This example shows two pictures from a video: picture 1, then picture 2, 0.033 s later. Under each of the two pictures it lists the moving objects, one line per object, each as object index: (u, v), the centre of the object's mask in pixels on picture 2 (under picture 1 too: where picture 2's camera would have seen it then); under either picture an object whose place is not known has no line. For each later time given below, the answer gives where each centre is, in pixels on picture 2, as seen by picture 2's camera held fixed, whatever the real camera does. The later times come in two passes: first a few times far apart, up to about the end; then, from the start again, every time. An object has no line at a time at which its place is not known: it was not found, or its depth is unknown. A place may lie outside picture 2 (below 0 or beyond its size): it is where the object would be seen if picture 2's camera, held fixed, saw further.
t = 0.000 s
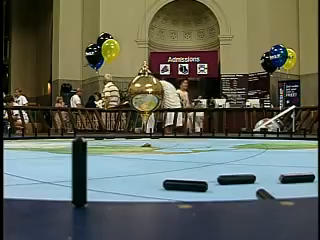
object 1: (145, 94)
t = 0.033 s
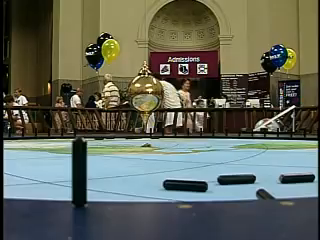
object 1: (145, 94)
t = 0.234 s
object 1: (145, 94)
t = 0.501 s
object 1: (144, 95)
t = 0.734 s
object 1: (144, 95)
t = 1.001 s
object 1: (144, 95)
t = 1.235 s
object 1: (144, 94)
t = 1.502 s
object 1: (143, 95)
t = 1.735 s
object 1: (143, 94)
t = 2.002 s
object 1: (143, 94)
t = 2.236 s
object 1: (143, 94)
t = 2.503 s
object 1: (143, 92)
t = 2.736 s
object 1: (143, 91)
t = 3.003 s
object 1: (143, 89)
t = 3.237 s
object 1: (143, 87)
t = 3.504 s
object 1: (144, 83)
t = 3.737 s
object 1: (144, 79)
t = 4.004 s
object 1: (144, 72)
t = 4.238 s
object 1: (145, 65)
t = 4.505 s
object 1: (146, 55)
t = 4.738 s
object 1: (147, 48)
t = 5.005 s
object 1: (148, 44)
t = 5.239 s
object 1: (151, 41)
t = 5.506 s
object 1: (154, 40)
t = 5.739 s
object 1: (158, 41)
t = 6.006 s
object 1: (163, 43)
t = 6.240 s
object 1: (167, 45)
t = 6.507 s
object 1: (170, 44)
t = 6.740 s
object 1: (170, 44)
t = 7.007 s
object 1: (167, 42)
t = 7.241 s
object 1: (164, 40)
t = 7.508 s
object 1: (160, 39)
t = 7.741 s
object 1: (157, 42)
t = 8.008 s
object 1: (155, 45)
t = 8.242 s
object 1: (153, 50)
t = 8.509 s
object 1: (151, 58)
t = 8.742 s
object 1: (150, 67)
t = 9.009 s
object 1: (149, 75)
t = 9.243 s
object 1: (148, 81)
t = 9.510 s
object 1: (147, 85)
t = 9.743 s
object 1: (147, 89)
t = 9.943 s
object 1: (146, 91)
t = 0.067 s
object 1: (145, 94)
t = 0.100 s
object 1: (145, 94)
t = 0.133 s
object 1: (145, 94)
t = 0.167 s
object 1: (145, 94)
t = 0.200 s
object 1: (145, 94)
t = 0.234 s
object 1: (145, 94)
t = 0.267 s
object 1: (144, 94)
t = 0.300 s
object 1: (144, 94)
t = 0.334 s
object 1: (144, 94)
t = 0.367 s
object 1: (144, 94)
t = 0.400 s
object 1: (144, 95)
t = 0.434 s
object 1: (144, 95)
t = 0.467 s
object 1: (144, 95)
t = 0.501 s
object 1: (144, 95)
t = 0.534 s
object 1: (144, 95)
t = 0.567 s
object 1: (144, 95)
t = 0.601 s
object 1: (144, 95)
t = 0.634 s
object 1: (144, 95)
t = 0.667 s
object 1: (144, 95)
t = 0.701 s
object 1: (144, 95)
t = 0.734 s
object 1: (144, 95)
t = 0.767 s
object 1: (144, 95)
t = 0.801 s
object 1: (144, 95)
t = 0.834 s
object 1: (144, 95)
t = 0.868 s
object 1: (144, 95)
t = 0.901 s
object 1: (144, 95)
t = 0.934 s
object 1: (144, 95)
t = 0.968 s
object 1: (144, 95)
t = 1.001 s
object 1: (144, 95)
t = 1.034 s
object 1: (144, 95)
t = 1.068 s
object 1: (144, 95)
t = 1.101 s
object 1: (144, 95)
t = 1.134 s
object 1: (144, 94)
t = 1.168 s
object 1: (144, 95)
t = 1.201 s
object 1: (144, 94)
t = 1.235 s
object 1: (144, 94)
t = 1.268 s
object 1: (144, 94)
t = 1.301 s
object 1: (144, 94)
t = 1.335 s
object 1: (144, 94)
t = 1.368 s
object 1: (144, 94)
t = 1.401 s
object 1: (144, 94)
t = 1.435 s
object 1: (144, 95)
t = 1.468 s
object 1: (144, 95)
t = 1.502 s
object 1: (143, 95)
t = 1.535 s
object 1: (144, 94)
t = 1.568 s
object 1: (144, 94)
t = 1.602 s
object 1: (144, 95)
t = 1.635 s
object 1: (144, 95)
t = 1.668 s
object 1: (143, 95)
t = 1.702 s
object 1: (144, 95)
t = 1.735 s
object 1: (143, 94)
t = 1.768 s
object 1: (143, 95)
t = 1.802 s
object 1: (143, 95)
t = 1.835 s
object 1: (143, 95)
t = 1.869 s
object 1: (143, 95)
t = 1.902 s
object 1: (143, 94)
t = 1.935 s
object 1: (143, 95)
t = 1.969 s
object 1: (143, 95)
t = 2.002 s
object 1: (143, 94)
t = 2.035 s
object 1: (143, 94)
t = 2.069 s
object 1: (143, 94)
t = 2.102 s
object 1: (143, 95)
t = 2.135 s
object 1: (143, 94)
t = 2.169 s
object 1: (143, 95)
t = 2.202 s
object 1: (143, 94)
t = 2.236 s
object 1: (143, 94)
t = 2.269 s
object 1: (143, 94)
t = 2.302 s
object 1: (143, 94)
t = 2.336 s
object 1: (143, 93)
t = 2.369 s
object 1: (143, 93)
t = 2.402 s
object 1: (143, 93)
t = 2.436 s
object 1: (143, 93)
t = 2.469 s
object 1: (143, 93)
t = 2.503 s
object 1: (143, 92)
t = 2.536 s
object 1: (143, 92)
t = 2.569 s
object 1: (143, 92)
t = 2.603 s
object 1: (143, 92)
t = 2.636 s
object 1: (143, 92)
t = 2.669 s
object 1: (143, 92)
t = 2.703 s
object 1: (143, 92)
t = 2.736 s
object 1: (143, 91)
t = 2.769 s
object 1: (143, 91)
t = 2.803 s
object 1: (143, 91)
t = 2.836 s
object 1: (143, 91)
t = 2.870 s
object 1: (143, 91)
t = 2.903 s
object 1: (143, 90)
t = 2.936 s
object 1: (143, 90)
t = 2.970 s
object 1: (143, 90)
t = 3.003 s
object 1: (143, 89)
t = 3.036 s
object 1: (143, 89)
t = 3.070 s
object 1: (143, 89)
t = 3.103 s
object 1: (143, 88)
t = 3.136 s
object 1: (143, 88)
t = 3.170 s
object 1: (143, 88)
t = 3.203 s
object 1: (143, 87)
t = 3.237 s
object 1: (143, 87)
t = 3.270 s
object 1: (143, 87)
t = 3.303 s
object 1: (143, 86)
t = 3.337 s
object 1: (143, 86)
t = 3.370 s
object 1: (143, 85)
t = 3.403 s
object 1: (143, 85)
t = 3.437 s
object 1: (144, 84)
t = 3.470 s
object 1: (144, 84)
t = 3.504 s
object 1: (144, 83)
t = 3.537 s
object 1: (144, 83)
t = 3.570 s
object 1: (144, 83)
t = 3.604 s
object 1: (144, 81)
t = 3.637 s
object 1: (144, 81)
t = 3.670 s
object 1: (144, 80)
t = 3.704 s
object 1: (144, 80)
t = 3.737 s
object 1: (144, 79)
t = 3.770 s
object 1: (144, 78)
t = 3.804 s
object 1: (144, 78)
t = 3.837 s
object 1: (144, 77)
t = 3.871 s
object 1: (144, 76)
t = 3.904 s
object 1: (144, 75)
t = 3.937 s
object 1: (144, 74)
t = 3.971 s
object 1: (144, 73)
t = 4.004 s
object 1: (144, 72)
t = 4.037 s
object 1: (144, 71)
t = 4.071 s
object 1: (144, 70)
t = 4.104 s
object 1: (144, 69)
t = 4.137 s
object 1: (144, 68)
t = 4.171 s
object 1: (144, 67)
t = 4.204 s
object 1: (144, 66)
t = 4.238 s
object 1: (145, 65)
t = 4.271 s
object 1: (145, 64)
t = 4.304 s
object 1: (145, 62)
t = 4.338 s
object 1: (145, 61)
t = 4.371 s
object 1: (145, 60)
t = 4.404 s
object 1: (146, 59)
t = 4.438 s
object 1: (146, 57)
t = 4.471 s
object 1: (146, 56)
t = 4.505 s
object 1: (146, 55)
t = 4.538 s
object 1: (146, 54)
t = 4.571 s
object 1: (146, 53)
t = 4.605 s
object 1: (146, 52)
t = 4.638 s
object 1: (146, 51)
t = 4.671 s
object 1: (147, 50)
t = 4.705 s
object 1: (147, 49)
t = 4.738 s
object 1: (147, 48)
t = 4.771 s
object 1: (147, 48)
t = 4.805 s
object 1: (147, 47)
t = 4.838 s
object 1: (147, 47)
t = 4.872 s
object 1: (147, 46)
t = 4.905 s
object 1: (148, 46)
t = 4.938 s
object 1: (148, 45)
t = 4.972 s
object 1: (148, 44)
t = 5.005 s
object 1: (148, 44)
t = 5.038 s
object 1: (148, 44)
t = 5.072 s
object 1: (149, 43)
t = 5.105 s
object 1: (149, 42)
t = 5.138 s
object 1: (150, 42)
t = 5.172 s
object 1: (150, 42)
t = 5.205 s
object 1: (151, 41)
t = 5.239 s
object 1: (151, 41)
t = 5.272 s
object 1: (151, 41)
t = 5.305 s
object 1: (152, 40)
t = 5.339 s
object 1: (152, 40)
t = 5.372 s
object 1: (153, 40)
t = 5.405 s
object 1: (153, 40)
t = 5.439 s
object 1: (153, 40)
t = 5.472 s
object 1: (154, 39)
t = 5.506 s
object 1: (154, 40)
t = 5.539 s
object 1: (155, 40)
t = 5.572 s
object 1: (155, 40)
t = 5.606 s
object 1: (156, 40)
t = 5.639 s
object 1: (156, 40)
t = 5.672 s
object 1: (157, 40)
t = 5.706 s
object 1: (157, 40)
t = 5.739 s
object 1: (158, 41)
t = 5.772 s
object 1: (159, 41)
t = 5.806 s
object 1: (160, 42)
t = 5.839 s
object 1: (160, 41)
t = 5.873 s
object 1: (161, 43)
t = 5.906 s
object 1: (161, 42)
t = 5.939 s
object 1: (162, 43)
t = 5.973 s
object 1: (163, 42)
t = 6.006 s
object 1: (163, 43)
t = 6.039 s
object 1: (164, 43)
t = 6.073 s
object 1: (165, 44)
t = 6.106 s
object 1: (165, 44)
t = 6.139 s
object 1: (166, 44)
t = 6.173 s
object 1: (166, 44)
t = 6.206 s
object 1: (167, 44)
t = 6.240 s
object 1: (167, 45)
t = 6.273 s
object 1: (168, 45)
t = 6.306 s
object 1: (168, 45)
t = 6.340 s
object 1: (168, 45)
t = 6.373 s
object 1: (169, 45)
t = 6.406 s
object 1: (169, 45)
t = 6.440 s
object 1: (170, 45)
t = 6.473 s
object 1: (170, 45)
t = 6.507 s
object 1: (170, 44)
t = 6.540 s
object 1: (170, 44)
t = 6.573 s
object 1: (170, 44)
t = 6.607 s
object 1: (170, 44)
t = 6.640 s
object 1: (171, 44)
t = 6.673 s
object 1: (170, 44)
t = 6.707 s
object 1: (170, 44)
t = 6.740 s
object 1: (170, 44)
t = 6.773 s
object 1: (170, 43)
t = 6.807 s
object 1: (169, 44)
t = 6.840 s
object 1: (170, 44)
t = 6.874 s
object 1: (169, 43)
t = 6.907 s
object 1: (169, 44)
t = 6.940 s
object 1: (169, 43)
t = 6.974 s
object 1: (168, 42)
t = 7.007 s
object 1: (167, 42)
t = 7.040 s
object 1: (167, 42)
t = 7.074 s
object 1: (167, 41)
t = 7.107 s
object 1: (166, 41)
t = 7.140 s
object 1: (166, 41)
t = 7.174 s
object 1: (165, 40)
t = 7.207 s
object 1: (164, 40)
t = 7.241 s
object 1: (164, 40)
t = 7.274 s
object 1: (164, 40)
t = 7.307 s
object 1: (163, 40)
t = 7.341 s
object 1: (163, 39)
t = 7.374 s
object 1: (162, 39)
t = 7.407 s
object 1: (162, 39)
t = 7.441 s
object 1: (161, 39)
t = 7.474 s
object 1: (161, 39)
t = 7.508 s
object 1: (160, 39)
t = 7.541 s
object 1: (160, 40)
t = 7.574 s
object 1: (160, 40)
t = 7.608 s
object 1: (159, 40)
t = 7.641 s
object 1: (159, 41)
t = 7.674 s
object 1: (158, 41)
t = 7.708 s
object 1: (158, 41)
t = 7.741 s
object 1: (157, 42)
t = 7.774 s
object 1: (157, 42)
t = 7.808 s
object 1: (157, 42)
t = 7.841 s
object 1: (156, 43)
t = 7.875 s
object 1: (156, 44)
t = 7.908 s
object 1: (156, 44)
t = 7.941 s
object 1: (155, 45)
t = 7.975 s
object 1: (155, 45)
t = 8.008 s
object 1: (155, 45)
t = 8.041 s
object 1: (155, 46)
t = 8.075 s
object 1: (155, 46)
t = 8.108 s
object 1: (154, 47)
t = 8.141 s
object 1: (154, 48)
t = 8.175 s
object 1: (153, 48)
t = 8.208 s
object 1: (153, 49)
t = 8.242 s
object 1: (153, 50)
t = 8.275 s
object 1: (153, 50)
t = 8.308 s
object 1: (153, 51)
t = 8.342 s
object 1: (152, 52)
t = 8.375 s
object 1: (152, 54)
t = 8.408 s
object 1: (152, 55)
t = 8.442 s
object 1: (152, 56)
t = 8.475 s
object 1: (151, 57)
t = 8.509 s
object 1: (151, 58)
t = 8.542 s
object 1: (151, 60)
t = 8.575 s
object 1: (151, 61)
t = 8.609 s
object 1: (151, 62)
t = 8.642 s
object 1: (150, 63)
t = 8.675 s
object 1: (150, 64)
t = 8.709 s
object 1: (150, 66)
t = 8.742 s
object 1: (150, 67)
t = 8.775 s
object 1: (150, 68)
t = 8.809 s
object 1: (149, 69)
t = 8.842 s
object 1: (149, 71)
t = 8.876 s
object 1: (149, 72)
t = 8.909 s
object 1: (149, 72)
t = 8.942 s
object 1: (149, 74)
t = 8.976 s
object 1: (149, 74)
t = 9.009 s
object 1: (149, 75)
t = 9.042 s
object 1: (148, 76)
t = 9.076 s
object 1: (148, 77)
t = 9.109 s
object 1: (148, 78)
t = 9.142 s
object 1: (148, 79)
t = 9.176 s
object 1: (148, 79)
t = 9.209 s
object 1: (148, 80)
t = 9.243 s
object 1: (148, 81)
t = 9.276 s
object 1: (148, 81)
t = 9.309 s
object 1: (148, 82)
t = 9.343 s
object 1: (148, 83)
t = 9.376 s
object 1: (148, 83)
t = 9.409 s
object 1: (148, 84)
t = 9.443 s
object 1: (148, 85)
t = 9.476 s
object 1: (148, 85)
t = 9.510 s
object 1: (147, 85)
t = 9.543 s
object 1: (147, 85)
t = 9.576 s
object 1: (147, 87)
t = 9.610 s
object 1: (147, 87)
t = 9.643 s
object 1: (147, 87)
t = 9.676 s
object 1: (147, 88)
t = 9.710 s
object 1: (147, 89)
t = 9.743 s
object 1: (147, 89)
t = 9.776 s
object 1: (147, 88)
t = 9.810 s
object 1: (147, 89)
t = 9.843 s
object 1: (146, 89)
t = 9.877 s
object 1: (146, 89)
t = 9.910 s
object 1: (146, 90)
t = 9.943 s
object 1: (146, 91)
